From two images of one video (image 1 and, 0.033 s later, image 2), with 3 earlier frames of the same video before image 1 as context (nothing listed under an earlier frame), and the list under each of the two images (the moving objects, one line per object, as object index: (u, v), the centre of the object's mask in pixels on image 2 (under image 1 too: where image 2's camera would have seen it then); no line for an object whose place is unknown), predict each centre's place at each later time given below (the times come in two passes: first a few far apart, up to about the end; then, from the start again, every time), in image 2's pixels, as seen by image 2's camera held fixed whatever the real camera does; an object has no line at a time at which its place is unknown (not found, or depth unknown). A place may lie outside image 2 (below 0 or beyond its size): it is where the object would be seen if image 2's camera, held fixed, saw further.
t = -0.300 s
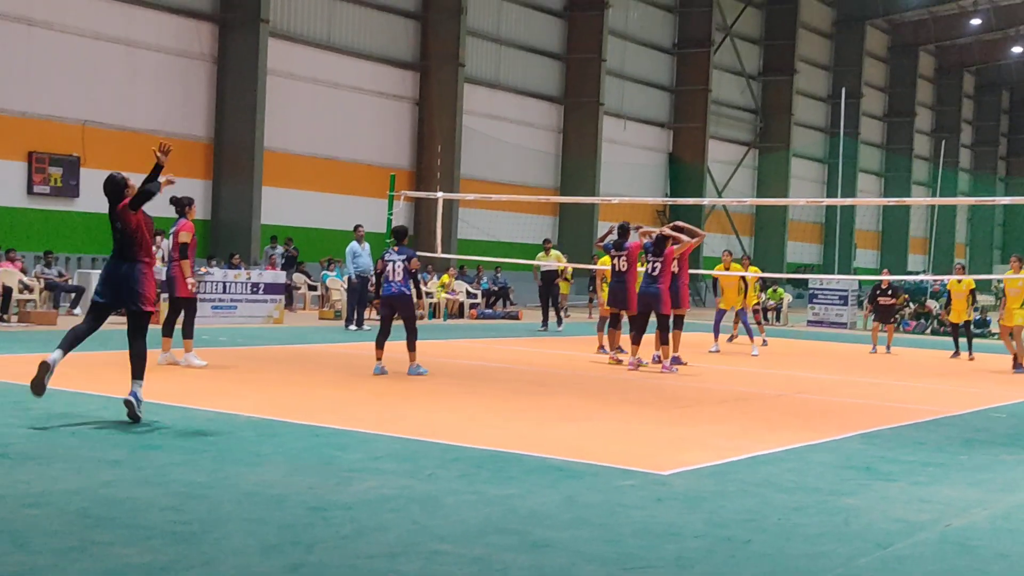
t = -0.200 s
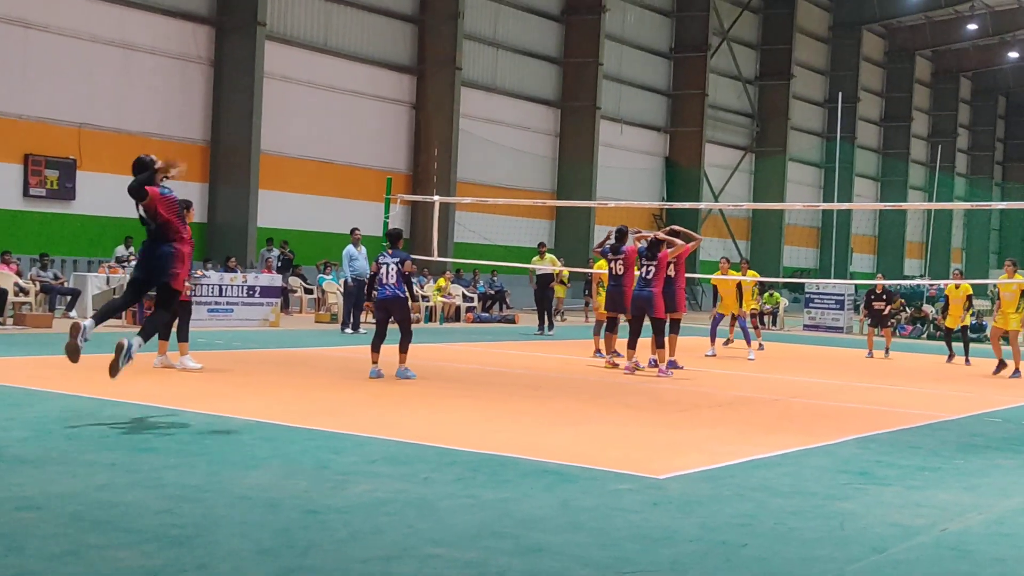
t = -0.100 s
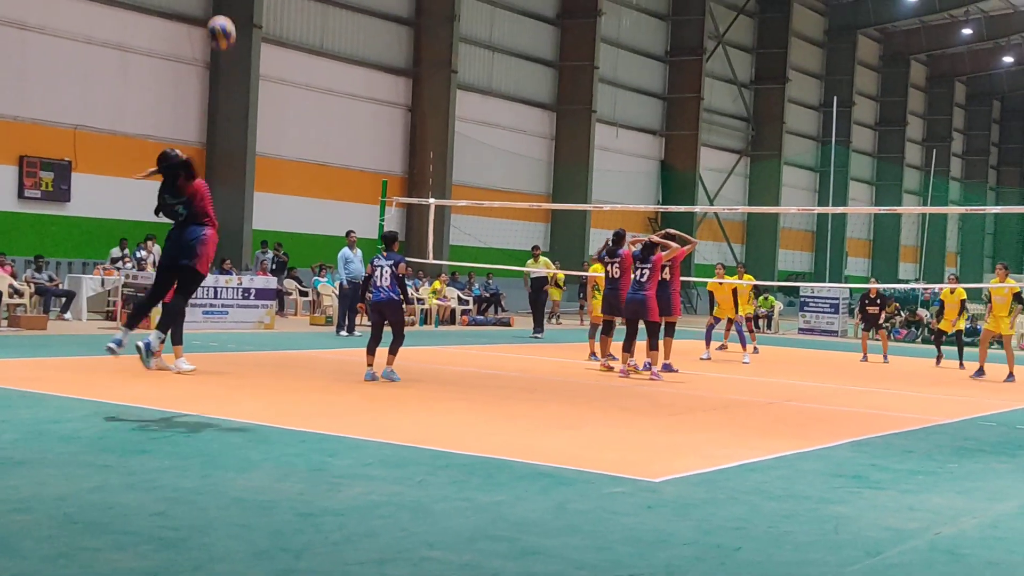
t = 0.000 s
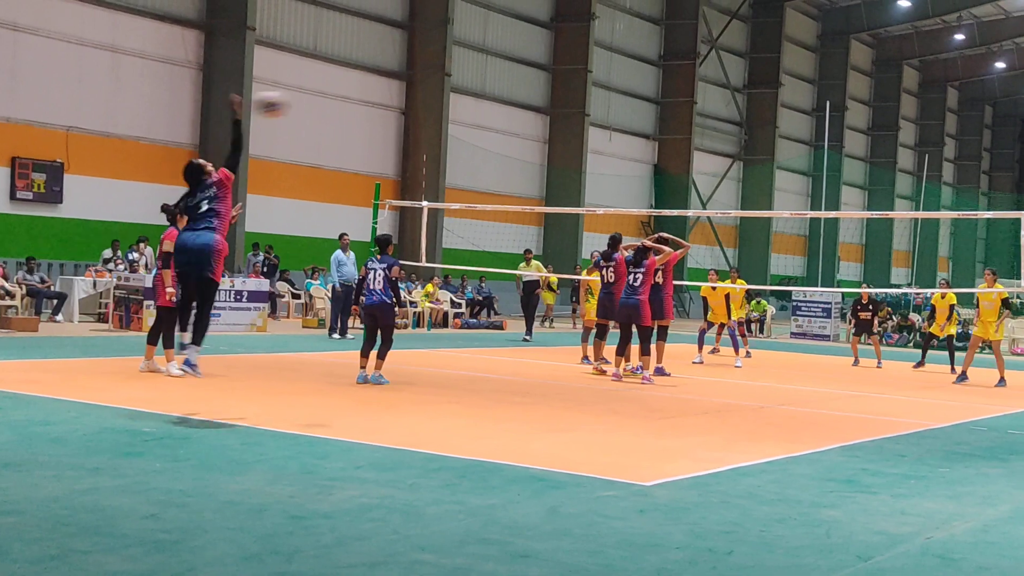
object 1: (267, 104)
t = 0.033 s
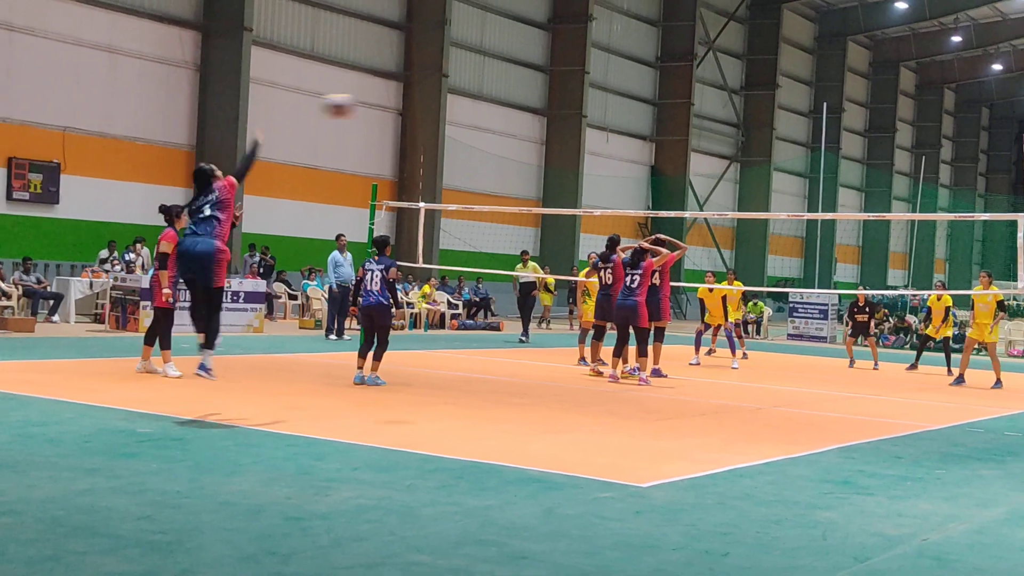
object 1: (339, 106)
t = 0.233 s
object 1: (655, 142)
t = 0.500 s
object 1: (903, 239)
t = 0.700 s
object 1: (888, 279)
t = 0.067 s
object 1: (405, 108)
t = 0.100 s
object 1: (462, 112)
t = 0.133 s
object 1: (518, 117)
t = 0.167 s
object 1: (566, 125)
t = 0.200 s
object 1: (613, 133)
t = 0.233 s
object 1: (655, 142)
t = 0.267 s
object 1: (692, 152)
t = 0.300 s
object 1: (731, 163)
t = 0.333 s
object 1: (763, 174)
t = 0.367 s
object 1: (797, 187)
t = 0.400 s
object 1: (826, 201)
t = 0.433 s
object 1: (854, 213)
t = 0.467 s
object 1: (880, 229)
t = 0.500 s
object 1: (903, 239)
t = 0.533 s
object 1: (910, 246)
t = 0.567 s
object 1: (909, 252)
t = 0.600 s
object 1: (904, 260)
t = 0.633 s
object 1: (900, 266)
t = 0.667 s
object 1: (894, 274)
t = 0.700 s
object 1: (888, 279)
